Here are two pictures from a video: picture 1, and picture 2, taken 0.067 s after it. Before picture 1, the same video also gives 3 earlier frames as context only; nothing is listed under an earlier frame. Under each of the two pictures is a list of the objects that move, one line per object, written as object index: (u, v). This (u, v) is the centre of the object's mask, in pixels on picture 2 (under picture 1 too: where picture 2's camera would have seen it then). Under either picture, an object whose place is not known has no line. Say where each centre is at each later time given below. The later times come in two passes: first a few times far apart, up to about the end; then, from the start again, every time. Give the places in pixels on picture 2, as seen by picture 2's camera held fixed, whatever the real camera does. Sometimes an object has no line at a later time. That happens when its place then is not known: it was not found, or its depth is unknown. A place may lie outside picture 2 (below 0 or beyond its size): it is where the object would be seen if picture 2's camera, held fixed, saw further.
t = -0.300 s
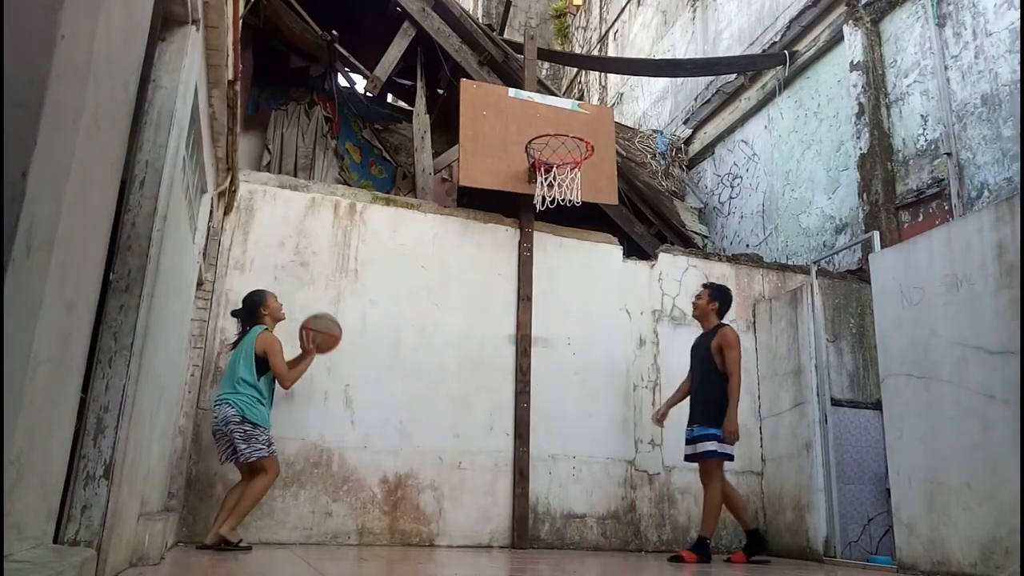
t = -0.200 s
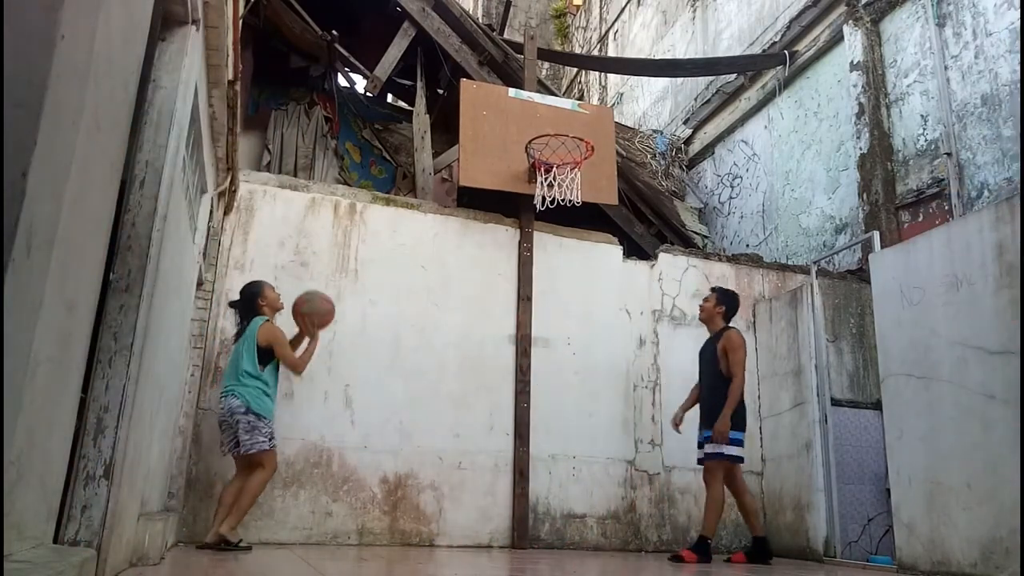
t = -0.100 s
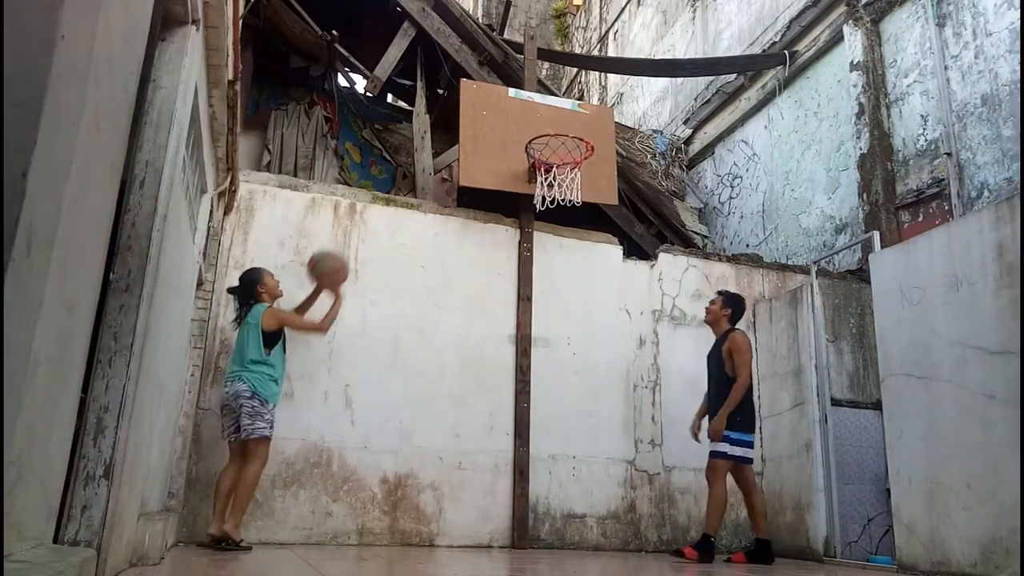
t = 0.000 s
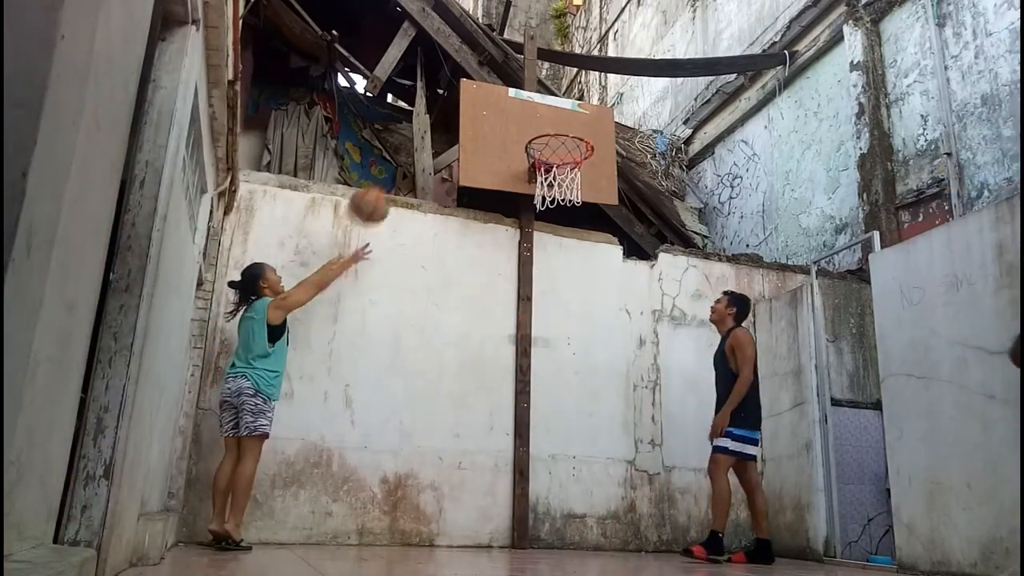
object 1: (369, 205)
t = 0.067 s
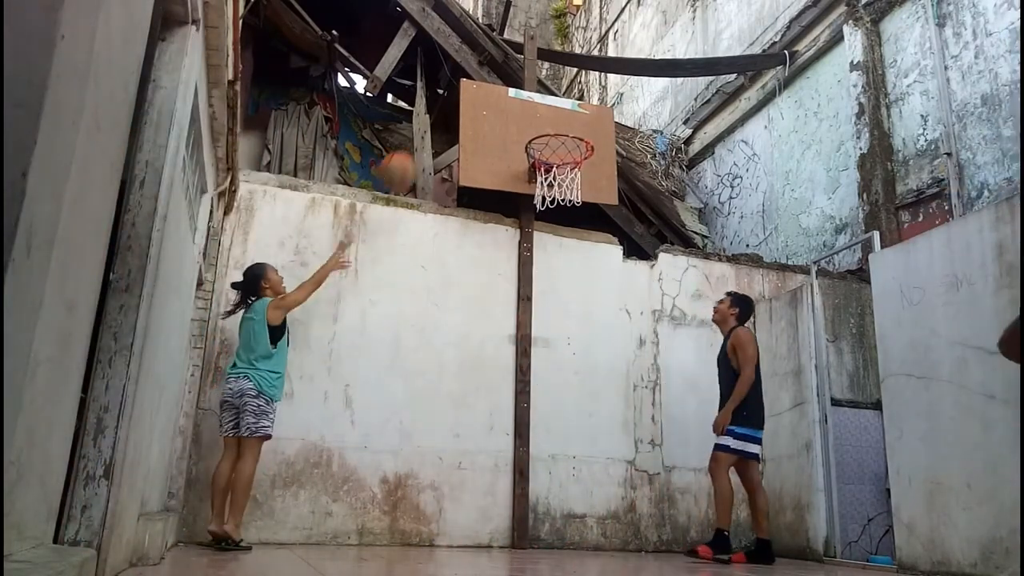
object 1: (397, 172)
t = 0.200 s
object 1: (448, 123)
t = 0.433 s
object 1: (530, 96)
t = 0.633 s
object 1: (593, 133)
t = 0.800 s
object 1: (625, 139)
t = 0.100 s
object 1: (409, 158)
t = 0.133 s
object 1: (425, 143)
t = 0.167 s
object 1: (438, 131)
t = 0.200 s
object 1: (448, 123)
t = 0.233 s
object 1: (459, 116)
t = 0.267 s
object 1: (472, 110)
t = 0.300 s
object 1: (485, 103)
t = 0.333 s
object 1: (496, 99)
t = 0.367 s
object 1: (507, 97)
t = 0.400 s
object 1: (519, 96)
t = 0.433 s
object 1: (530, 96)
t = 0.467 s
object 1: (540, 99)
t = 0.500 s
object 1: (551, 103)
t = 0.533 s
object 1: (562, 108)
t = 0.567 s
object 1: (571, 115)
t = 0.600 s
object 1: (581, 124)
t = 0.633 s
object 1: (593, 133)
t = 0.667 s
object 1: (601, 132)
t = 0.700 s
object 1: (607, 132)
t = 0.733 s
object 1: (613, 133)
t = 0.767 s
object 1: (619, 136)
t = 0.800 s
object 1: (625, 139)
